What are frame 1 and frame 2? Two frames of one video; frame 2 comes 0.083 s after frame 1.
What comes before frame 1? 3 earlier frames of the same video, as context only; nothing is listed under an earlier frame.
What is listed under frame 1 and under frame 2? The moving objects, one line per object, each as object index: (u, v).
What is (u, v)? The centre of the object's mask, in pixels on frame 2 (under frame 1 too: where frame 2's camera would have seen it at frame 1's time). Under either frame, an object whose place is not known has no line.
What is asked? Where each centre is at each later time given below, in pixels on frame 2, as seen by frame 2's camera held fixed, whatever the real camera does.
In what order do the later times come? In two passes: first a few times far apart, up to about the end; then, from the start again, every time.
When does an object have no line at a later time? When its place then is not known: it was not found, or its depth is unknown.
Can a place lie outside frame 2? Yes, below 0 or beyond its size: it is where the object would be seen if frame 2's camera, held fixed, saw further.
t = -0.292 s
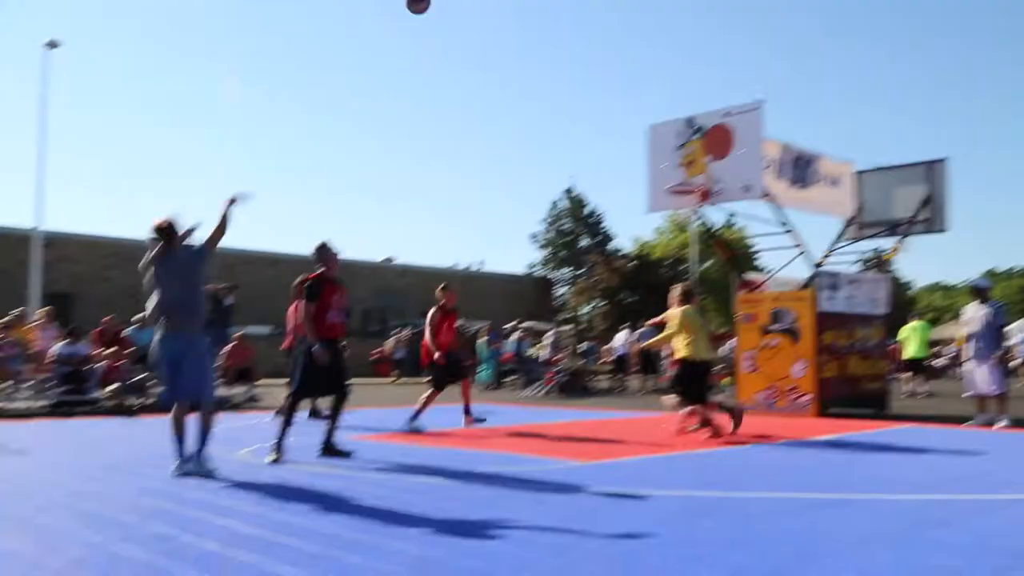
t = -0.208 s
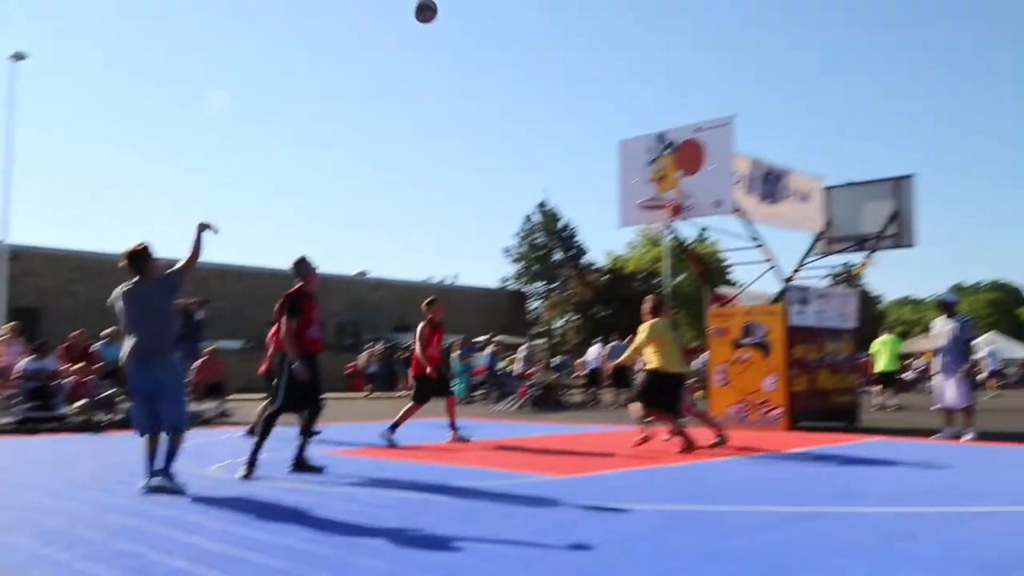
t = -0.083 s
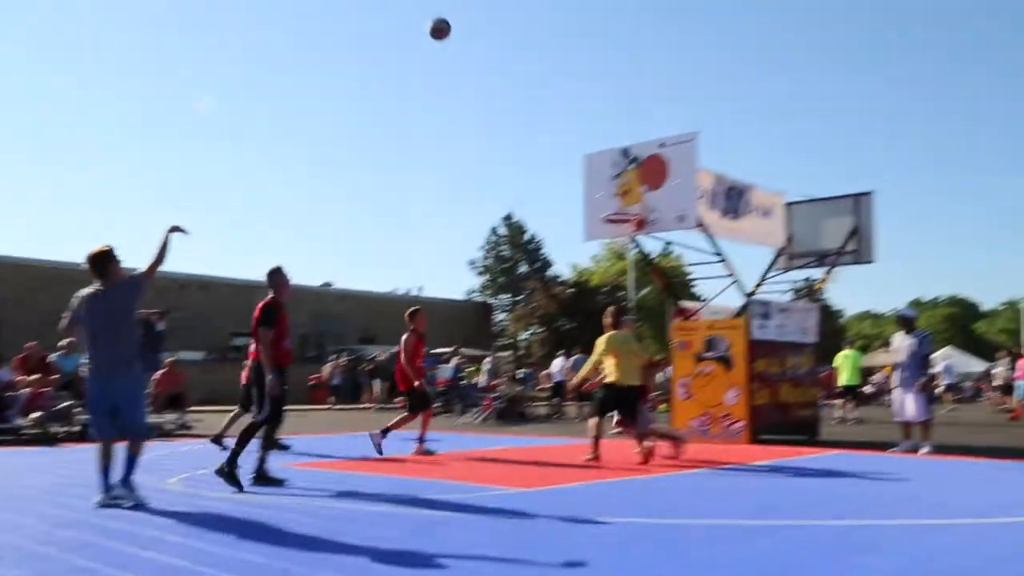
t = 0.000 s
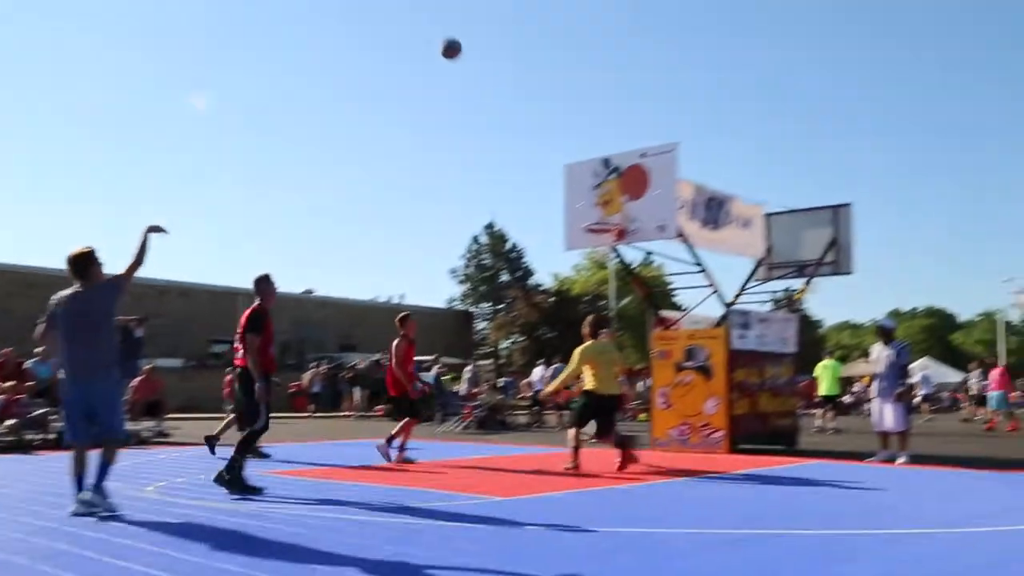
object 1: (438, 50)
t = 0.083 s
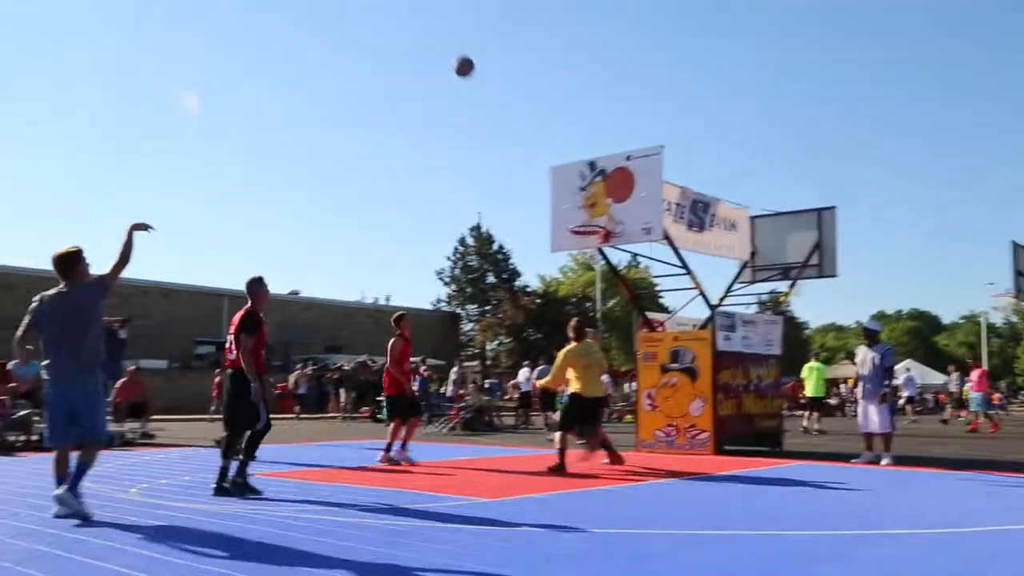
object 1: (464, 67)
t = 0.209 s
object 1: (500, 99)
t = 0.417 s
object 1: (553, 170)
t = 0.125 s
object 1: (476, 76)
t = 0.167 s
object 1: (488, 87)
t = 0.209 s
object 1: (500, 99)
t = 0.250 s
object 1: (512, 111)
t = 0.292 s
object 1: (523, 124)
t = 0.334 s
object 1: (532, 139)
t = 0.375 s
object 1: (543, 154)
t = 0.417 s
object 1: (553, 170)
